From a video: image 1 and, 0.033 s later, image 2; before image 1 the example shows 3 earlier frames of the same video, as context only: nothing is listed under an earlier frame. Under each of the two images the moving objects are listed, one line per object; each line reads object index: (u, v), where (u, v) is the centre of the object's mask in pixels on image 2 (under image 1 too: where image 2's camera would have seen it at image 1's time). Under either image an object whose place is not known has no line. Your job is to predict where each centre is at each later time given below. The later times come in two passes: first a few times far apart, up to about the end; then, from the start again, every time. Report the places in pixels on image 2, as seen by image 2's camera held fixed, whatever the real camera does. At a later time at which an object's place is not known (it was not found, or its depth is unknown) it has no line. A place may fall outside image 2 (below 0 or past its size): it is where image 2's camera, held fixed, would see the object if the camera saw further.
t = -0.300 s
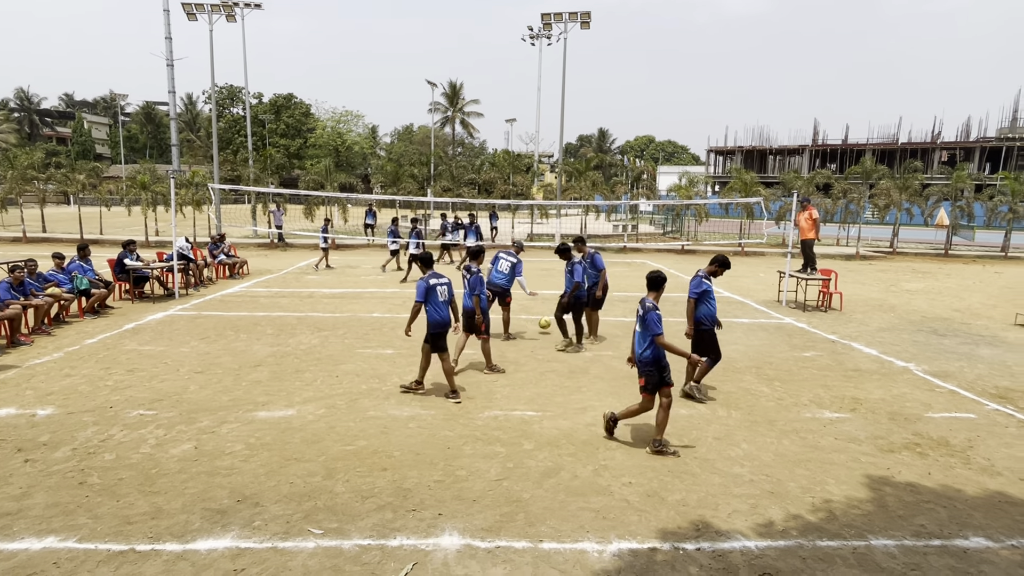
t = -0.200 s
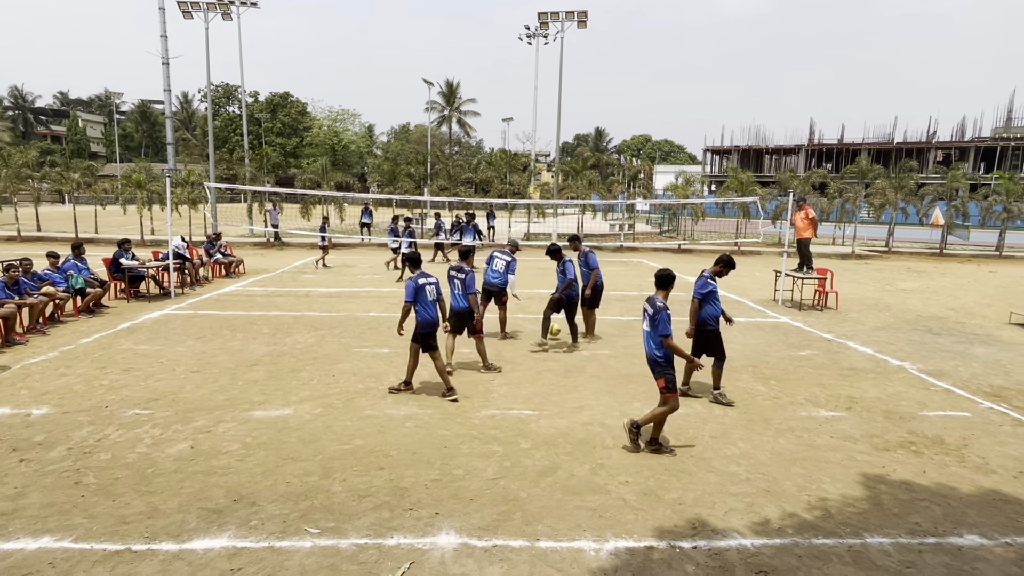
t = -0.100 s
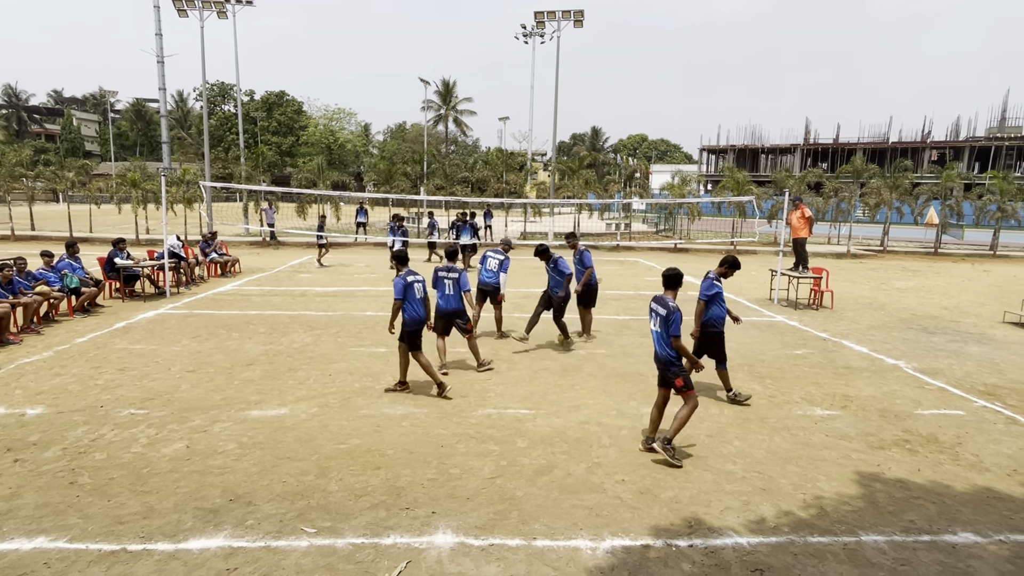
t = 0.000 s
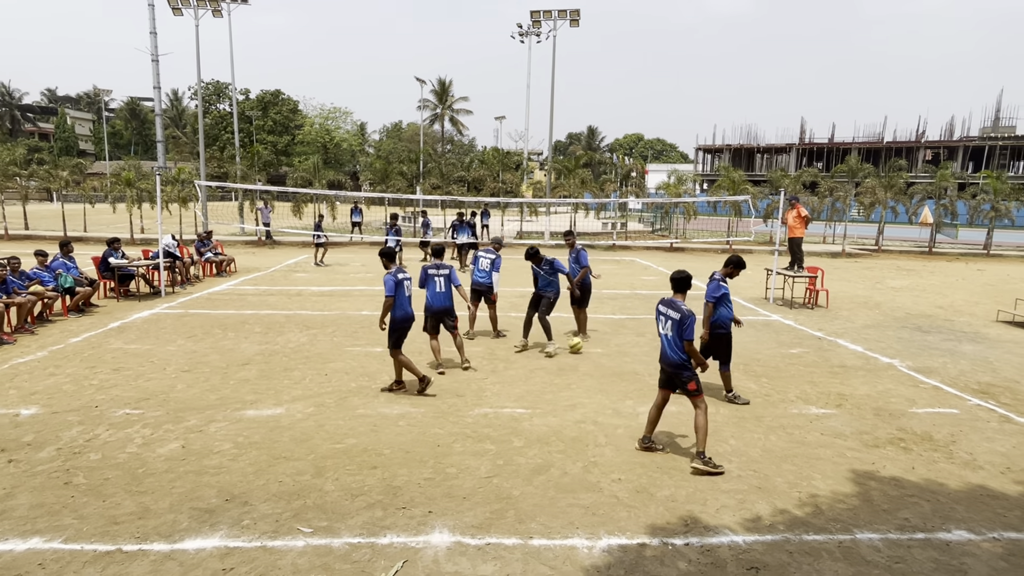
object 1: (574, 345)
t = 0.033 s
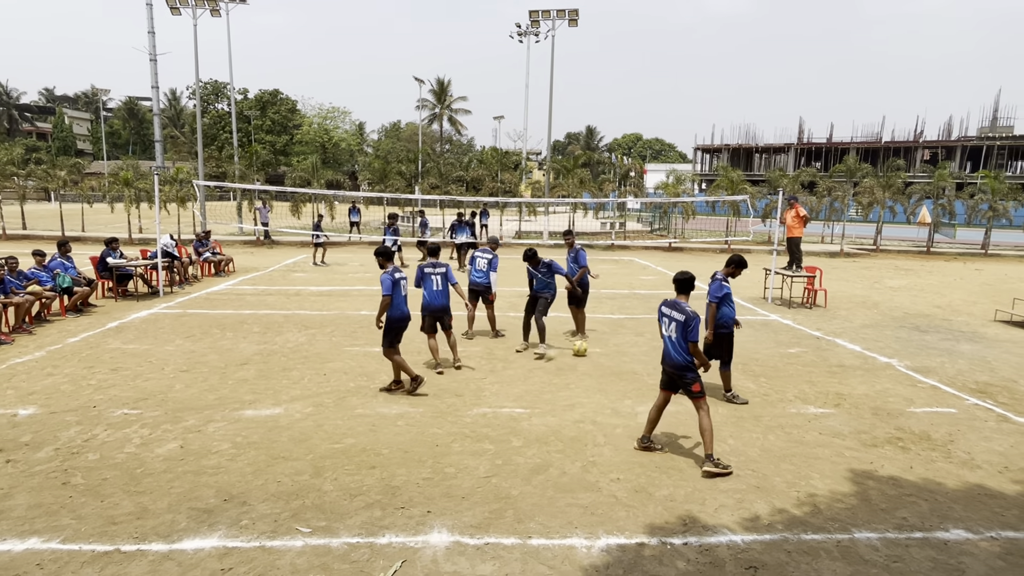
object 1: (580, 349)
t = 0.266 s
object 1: (621, 367)
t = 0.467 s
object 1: (666, 392)
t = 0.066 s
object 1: (585, 351)
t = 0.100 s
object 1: (590, 354)
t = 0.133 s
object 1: (596, 356)
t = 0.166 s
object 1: (602, 359)
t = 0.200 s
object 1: (608, 363)
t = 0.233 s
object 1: (615, 365)
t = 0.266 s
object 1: (621, 367)
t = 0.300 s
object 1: (628, 370)
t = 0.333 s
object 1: (635, 373)
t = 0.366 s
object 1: (643, 378)
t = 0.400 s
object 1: (650, 382)
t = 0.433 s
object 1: (658, 387)
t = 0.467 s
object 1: (666, 392)
